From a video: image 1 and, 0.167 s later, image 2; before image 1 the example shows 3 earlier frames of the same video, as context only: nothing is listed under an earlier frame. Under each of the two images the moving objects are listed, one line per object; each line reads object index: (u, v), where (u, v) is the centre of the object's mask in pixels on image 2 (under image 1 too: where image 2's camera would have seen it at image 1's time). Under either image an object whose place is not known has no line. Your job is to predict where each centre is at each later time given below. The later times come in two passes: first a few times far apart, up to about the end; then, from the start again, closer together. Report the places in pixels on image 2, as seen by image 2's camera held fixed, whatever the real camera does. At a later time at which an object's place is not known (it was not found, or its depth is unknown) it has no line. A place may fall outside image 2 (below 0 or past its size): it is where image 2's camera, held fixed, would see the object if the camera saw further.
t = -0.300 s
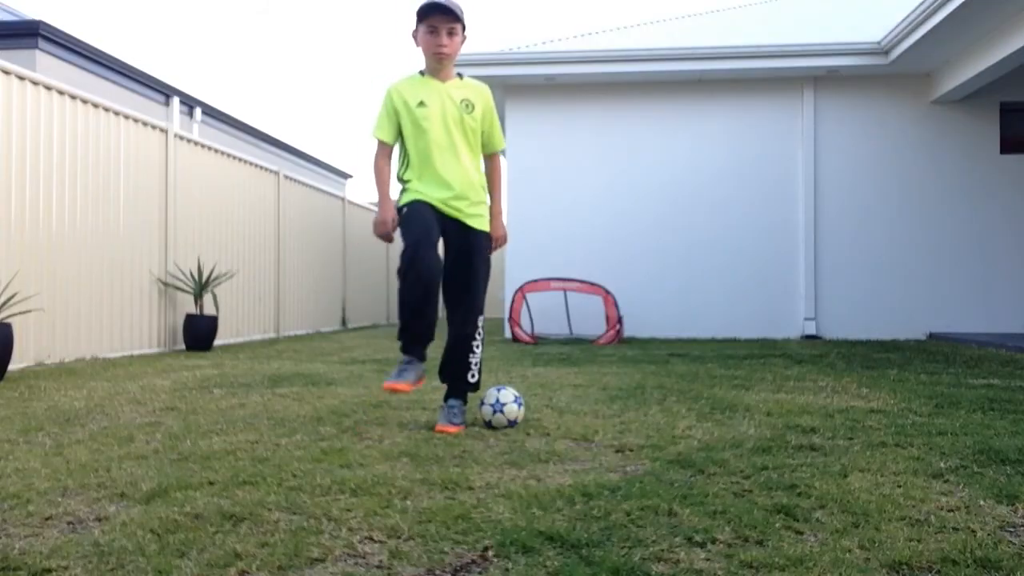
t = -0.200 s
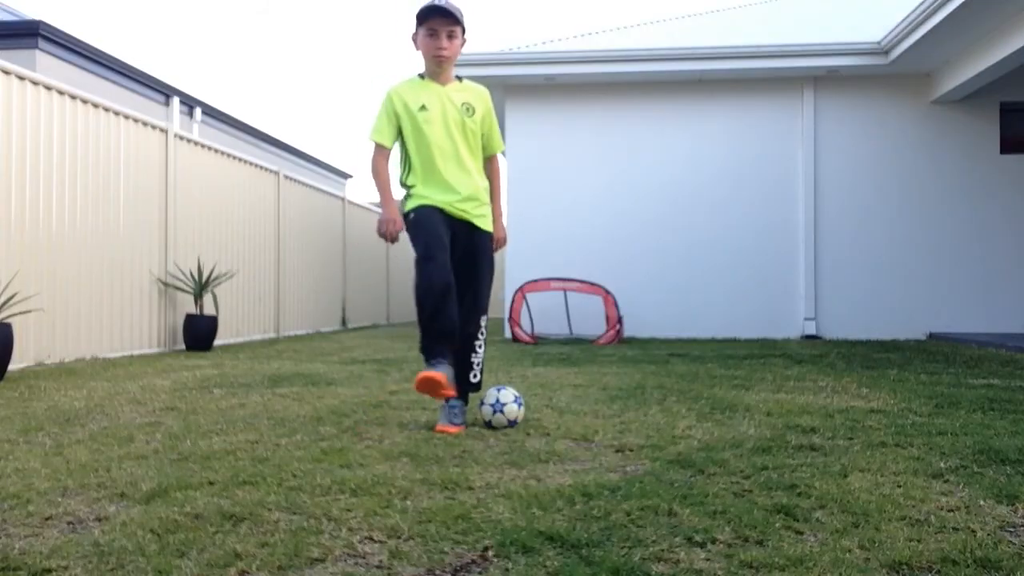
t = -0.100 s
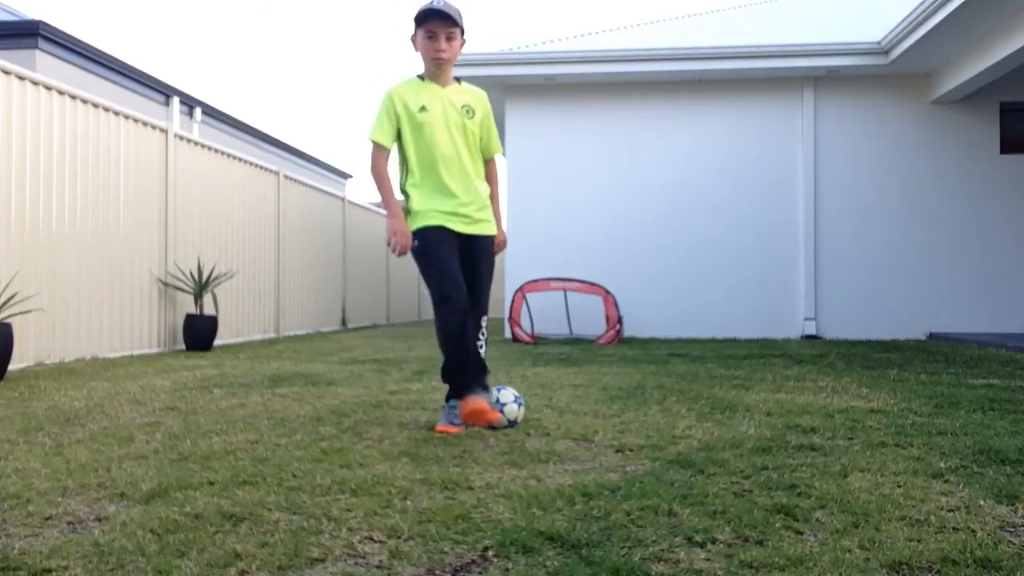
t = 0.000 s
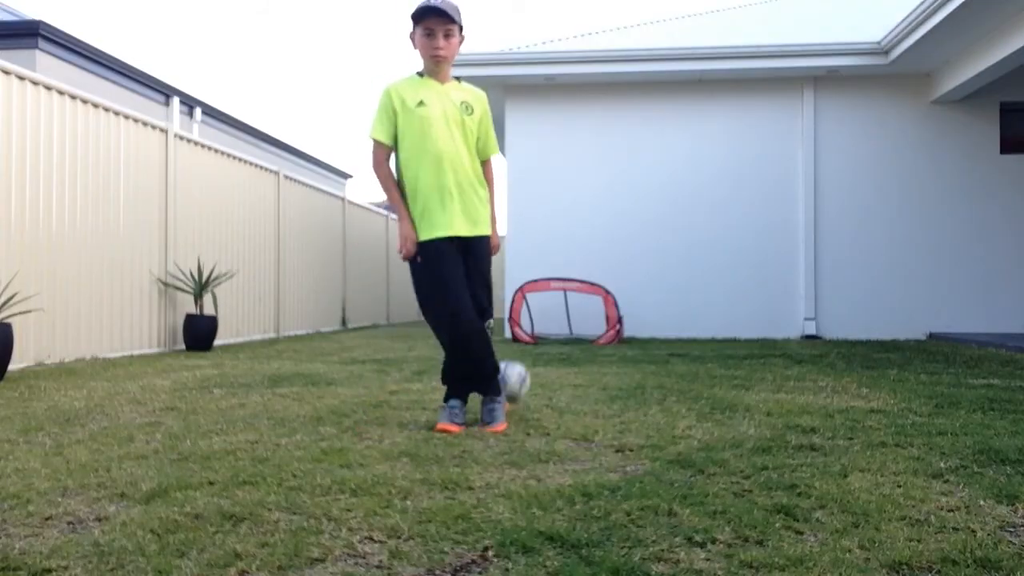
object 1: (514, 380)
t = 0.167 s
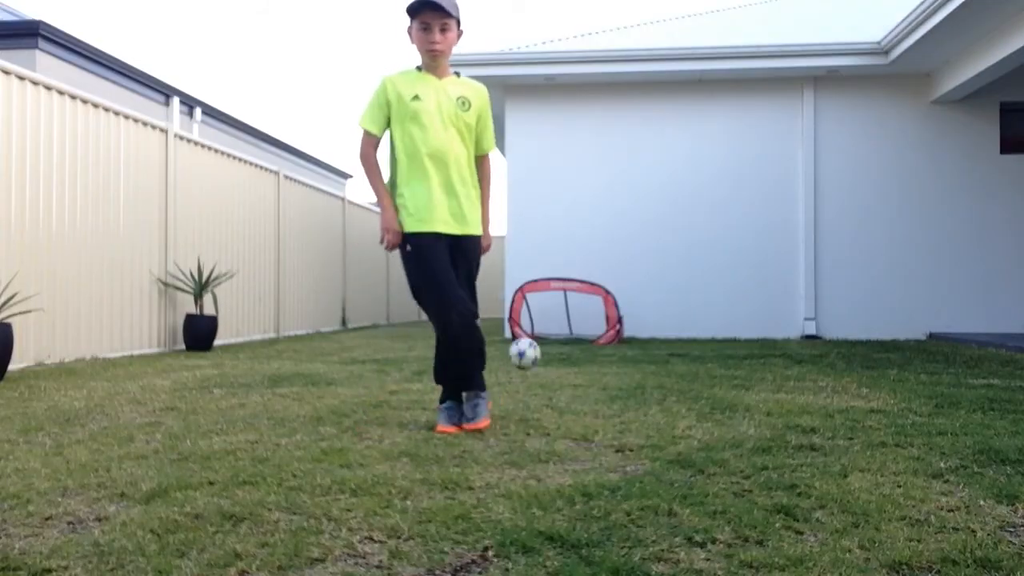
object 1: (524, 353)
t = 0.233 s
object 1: (529, 359)
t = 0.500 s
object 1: (534, 343)
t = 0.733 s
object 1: (540, 338)
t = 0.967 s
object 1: (544, 337)
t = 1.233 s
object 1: (549, 338)
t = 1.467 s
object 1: (551, 336)
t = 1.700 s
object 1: (552, 330)
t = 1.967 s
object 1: (550, 334)
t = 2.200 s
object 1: (546, 336)
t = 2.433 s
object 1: (544, 336)
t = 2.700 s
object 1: (546, 337)
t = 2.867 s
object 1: (546, 336)
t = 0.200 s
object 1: (527, 355)
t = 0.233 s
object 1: (529, 359)
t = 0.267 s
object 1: (531, 364)
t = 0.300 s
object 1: (531, 358)
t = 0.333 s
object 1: (532, 349)
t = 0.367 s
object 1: (532, 343)
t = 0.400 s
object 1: (533, 340)
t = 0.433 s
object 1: (534, 338)
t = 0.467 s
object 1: (533, 340)
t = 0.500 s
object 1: (534, 343)
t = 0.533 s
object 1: (535, 346)
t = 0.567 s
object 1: (535, 351)
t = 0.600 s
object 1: (536, 349)
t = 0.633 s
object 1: (537, 343)
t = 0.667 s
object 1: (538, 340)
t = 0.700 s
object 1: (539, 338)
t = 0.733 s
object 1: (540, 338)
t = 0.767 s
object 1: (540, 339)
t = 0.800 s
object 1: (541, 342)
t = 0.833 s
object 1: (542, 344)
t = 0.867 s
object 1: (543, 344)
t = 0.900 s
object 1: (544, 342)
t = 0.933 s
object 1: (544, 339)
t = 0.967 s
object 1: (544, 337)
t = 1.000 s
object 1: (546, 337)
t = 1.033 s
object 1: (547, 339)
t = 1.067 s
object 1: (548, 340)
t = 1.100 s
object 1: (549, 340)
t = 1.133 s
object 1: (549, 339)
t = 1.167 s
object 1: (549, 338)
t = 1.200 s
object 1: (548, 338)
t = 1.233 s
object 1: (549, 338)
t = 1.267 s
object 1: (550, 338)
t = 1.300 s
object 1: (549, 337)
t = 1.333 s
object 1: (549, 336)
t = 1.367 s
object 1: (550, 336)
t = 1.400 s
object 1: (550, 336)
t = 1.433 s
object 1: (550, 336)
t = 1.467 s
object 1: (551, 336)
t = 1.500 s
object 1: (552, 335)
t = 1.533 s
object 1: (552, 332)
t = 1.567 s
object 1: (552, 330)
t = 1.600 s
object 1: (551, 330)
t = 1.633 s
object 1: (551, 331)
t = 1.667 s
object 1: (552, 330)
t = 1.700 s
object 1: (552, 330)
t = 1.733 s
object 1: (551, 330)
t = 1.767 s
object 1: (551, 332)
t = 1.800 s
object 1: (551, 333)
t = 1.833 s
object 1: (551, 333)
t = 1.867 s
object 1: (550, 332)
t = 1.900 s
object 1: (550, 332)
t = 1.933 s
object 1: (549, 334)
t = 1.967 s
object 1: (550, 334)
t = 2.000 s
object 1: (549, 335)
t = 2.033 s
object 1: (549, 335)
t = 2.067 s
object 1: (546, 336)
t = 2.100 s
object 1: (547, 336)
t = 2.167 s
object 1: (547, 336)
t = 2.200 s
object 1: (546, 336)
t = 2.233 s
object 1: (546, 336)
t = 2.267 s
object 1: (546, 336)
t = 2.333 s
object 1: (545, 336)
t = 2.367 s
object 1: (544, 336)
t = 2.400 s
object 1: (544, 336)
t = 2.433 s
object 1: (544, 336)
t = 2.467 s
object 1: (544, 336)
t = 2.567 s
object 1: (544, 336)
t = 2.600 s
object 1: (545, 336)
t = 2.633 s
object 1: (545, 335)
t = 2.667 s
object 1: (546, 336)
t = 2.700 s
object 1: (546, 337)
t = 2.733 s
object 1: (546, 336)
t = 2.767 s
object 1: (546, 336)
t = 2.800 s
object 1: (546, 336)
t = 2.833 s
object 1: (546, 336)
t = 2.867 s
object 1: (546, 336)
